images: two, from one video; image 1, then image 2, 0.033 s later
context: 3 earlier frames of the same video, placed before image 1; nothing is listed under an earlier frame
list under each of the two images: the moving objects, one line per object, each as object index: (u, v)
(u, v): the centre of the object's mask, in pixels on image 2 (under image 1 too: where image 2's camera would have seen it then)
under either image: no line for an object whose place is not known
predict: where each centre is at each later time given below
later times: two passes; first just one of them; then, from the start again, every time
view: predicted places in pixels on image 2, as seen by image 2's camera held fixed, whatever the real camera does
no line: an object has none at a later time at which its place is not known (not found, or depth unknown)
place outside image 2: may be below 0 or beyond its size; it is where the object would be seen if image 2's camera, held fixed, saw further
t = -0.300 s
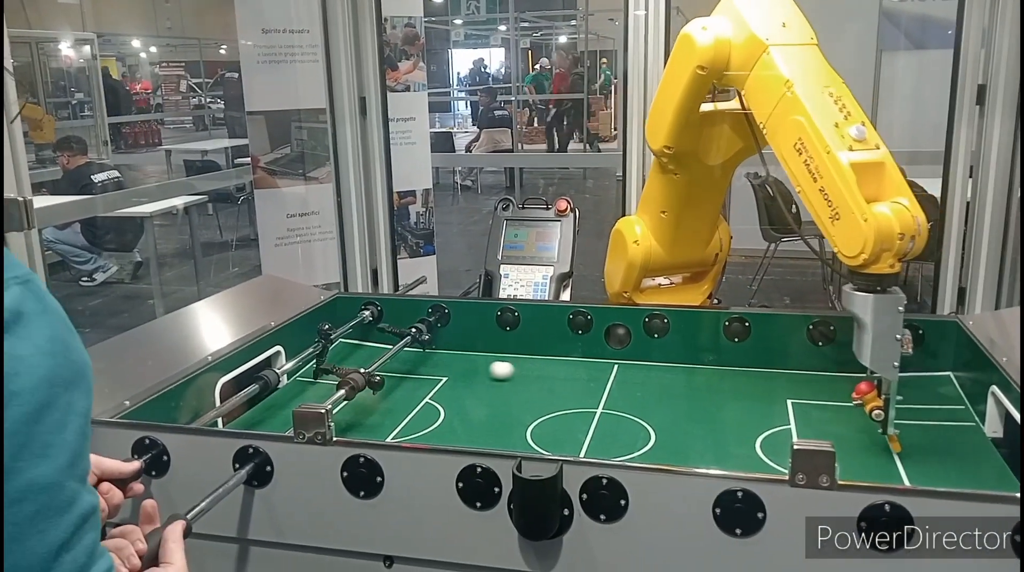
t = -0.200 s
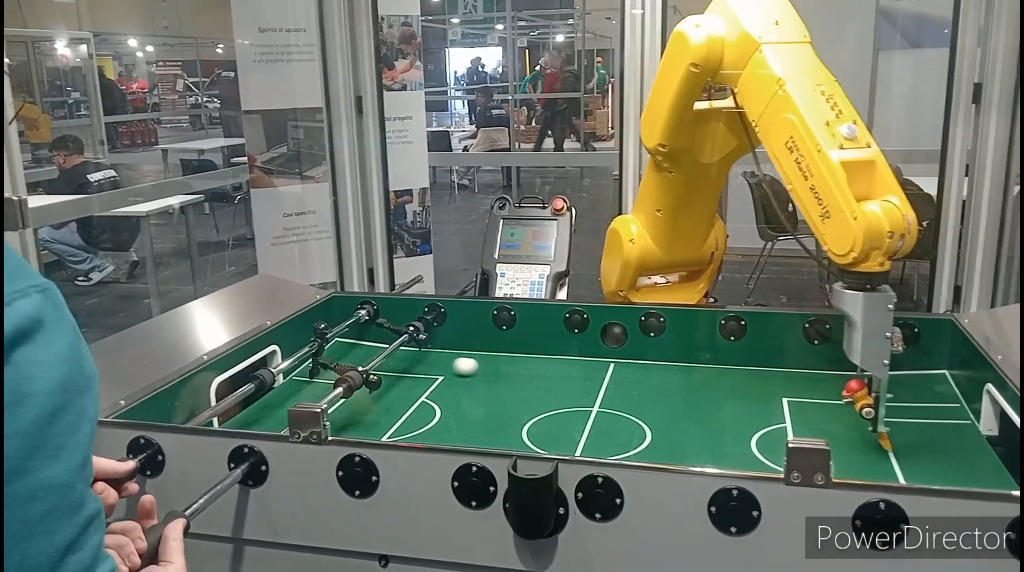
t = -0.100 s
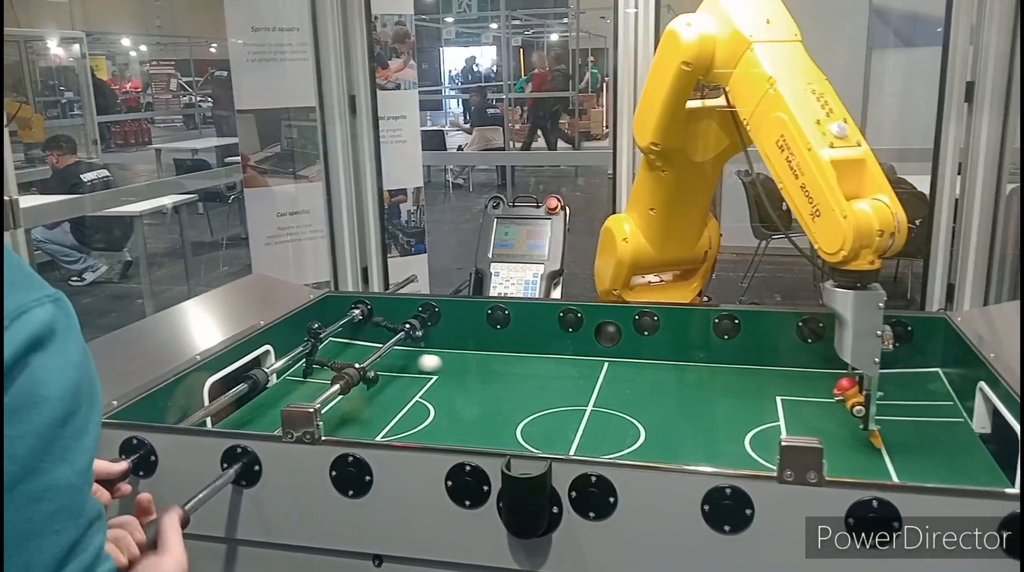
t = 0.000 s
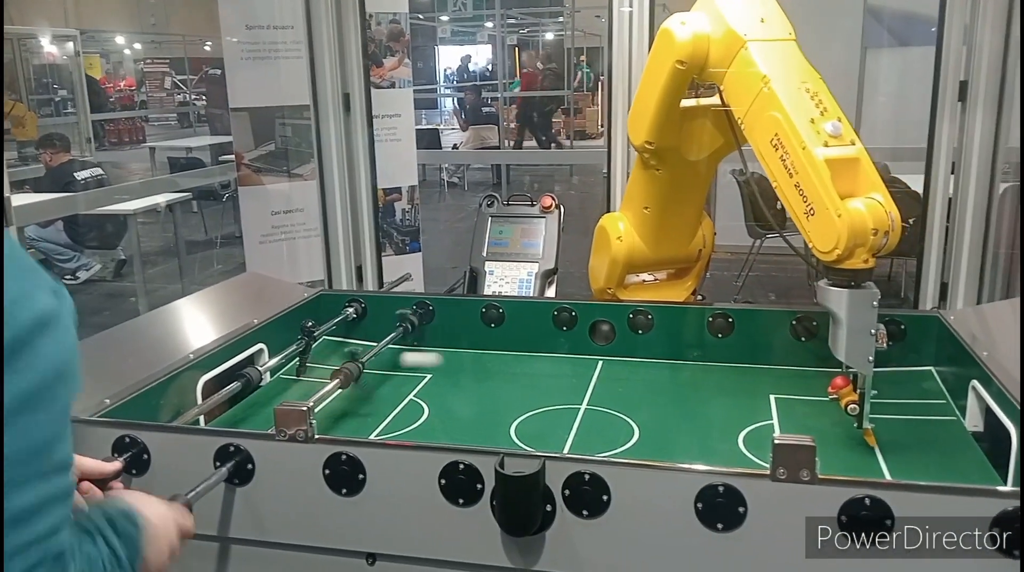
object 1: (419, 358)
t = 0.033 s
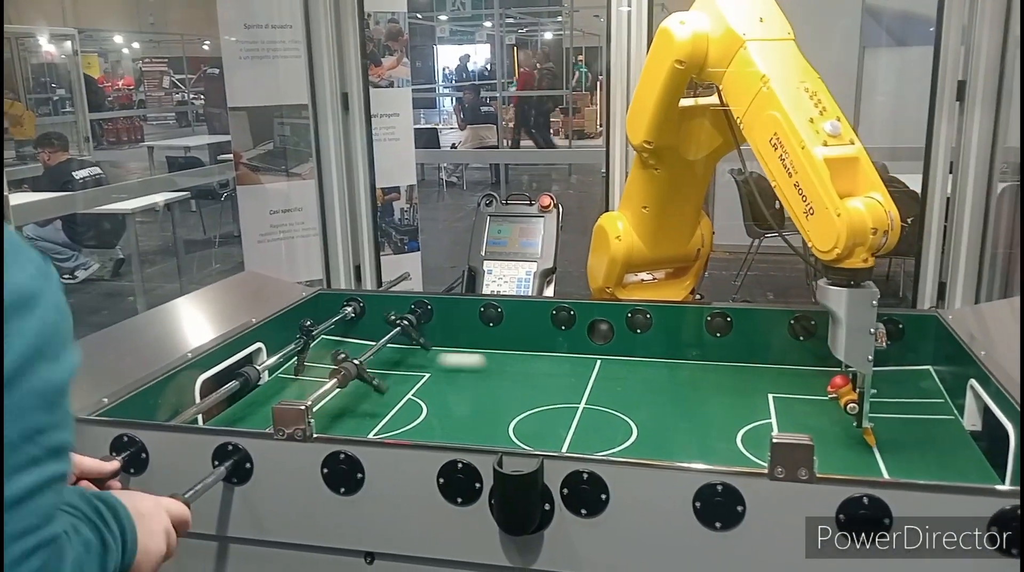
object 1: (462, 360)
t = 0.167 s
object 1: (638, 370)
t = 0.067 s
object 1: (505, 363)
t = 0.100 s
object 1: (548, 365)
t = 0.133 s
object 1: (594, 367)
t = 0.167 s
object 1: (638, 370)
